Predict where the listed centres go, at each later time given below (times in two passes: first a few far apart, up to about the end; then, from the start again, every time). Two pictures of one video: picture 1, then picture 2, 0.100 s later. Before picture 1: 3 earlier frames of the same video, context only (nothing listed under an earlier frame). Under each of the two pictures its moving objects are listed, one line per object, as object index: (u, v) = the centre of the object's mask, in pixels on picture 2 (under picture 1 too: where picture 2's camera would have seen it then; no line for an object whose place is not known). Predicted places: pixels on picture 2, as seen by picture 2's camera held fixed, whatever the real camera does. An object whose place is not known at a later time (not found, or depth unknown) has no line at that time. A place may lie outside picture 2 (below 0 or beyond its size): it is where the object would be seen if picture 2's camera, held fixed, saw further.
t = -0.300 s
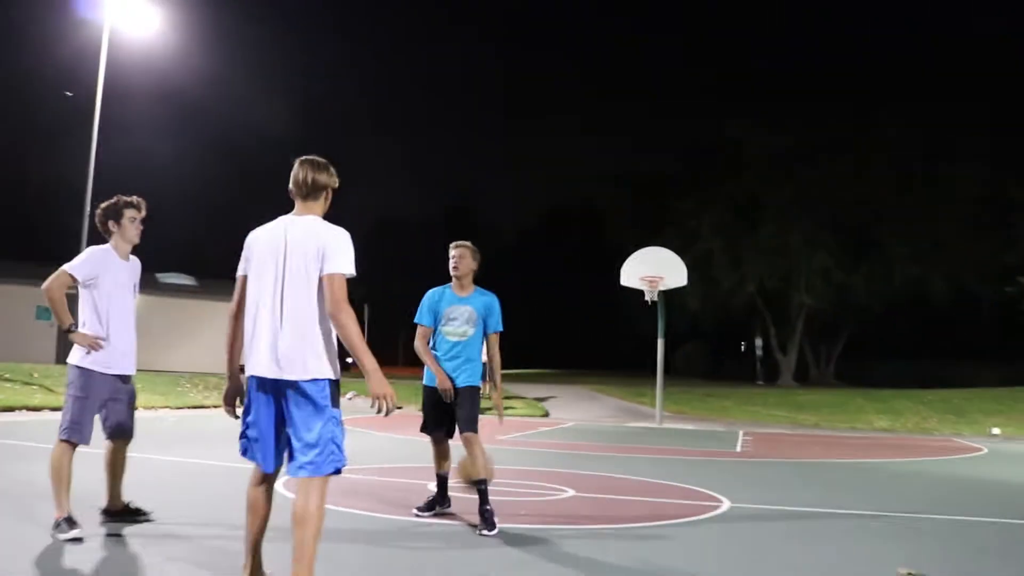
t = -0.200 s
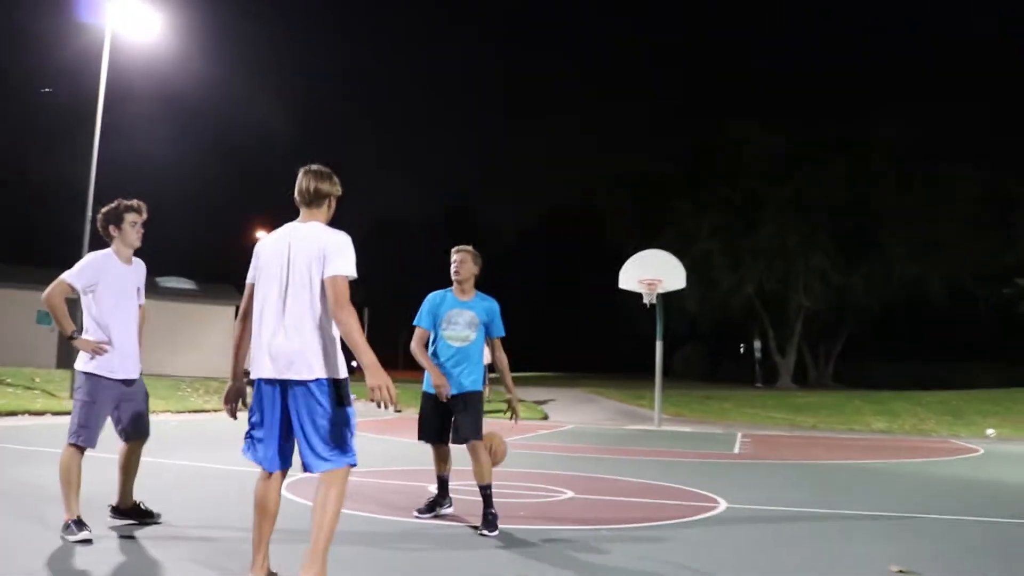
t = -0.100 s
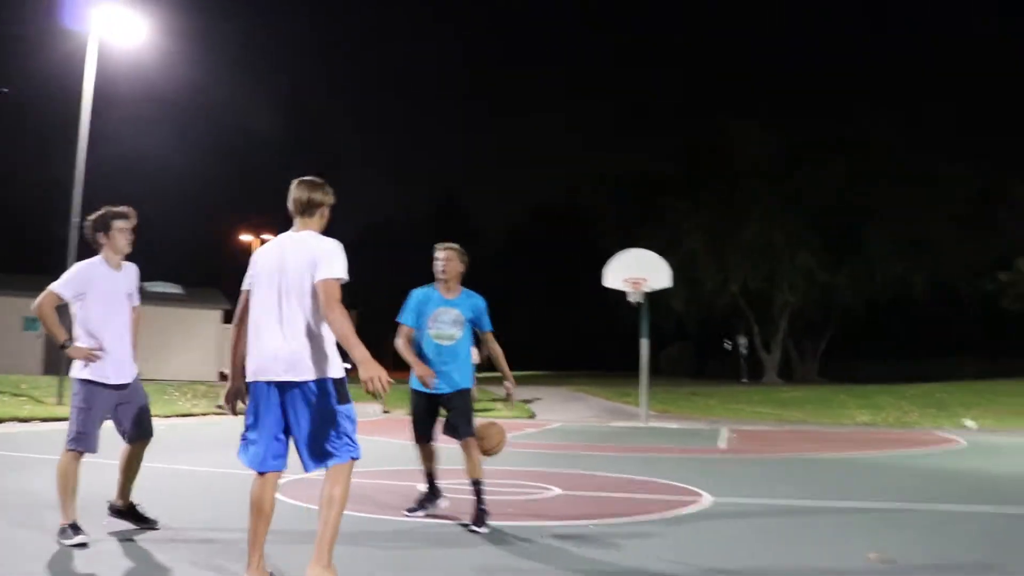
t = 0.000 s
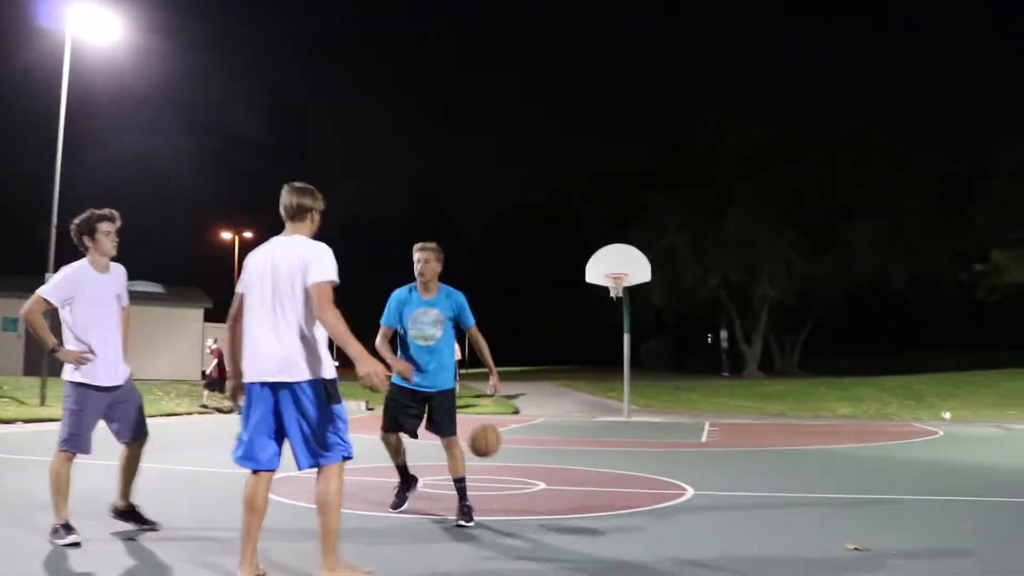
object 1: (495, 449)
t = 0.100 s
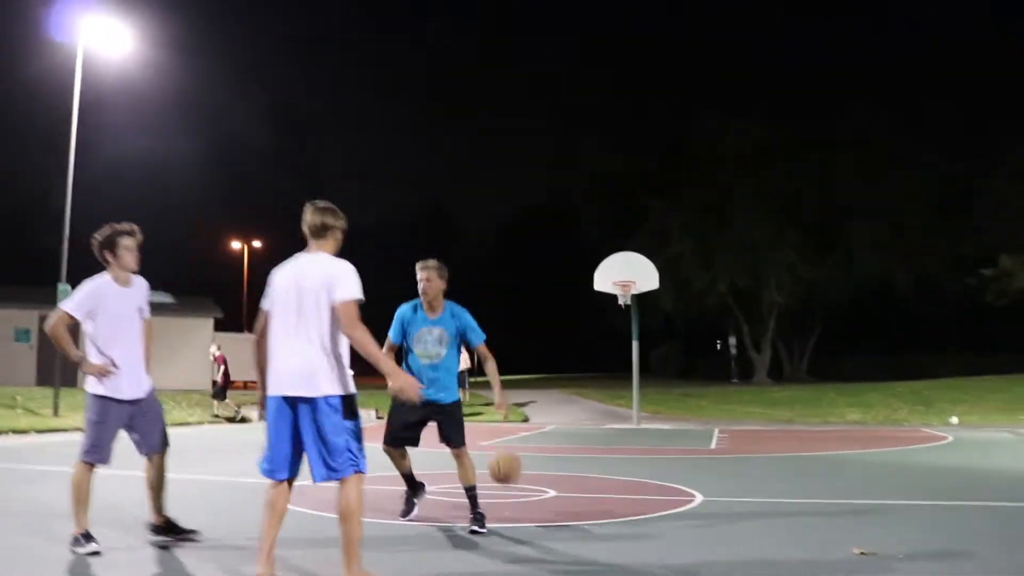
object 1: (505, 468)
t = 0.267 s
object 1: (525, 482)
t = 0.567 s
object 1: (572, 470)
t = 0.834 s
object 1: (613, 477)
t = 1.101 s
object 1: (656, 497)
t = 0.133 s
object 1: (509, 477)
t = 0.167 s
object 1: (513, 487)
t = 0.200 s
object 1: (516, 499)
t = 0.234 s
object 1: (520, 492)
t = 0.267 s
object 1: (525, 482)
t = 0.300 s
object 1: (531, 475)
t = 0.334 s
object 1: (536, 470)
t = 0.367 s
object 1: (541, 465)
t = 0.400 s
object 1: (546, 463)
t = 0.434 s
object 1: (552, 462)
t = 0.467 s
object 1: (557, 462)
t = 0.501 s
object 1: (562, 463)
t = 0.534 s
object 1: (566, 467)
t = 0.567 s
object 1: (572, 470)
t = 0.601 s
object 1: (577, 478)
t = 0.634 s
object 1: (582, 486)
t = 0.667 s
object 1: (587, 496)
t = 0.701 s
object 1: (592, 497)
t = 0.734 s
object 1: (597, 492)
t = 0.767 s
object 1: (603, 485)
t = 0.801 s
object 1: (608, 480)
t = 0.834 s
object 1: (613, 477)
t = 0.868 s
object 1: (619, 474)
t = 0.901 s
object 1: (624, 474)
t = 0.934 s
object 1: (629, 475)
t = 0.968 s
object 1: (634, 478)
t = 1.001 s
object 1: (639, 483)
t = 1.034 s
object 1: (644, 489)
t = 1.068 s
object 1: (650, 494)
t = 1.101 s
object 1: (656, 497)
